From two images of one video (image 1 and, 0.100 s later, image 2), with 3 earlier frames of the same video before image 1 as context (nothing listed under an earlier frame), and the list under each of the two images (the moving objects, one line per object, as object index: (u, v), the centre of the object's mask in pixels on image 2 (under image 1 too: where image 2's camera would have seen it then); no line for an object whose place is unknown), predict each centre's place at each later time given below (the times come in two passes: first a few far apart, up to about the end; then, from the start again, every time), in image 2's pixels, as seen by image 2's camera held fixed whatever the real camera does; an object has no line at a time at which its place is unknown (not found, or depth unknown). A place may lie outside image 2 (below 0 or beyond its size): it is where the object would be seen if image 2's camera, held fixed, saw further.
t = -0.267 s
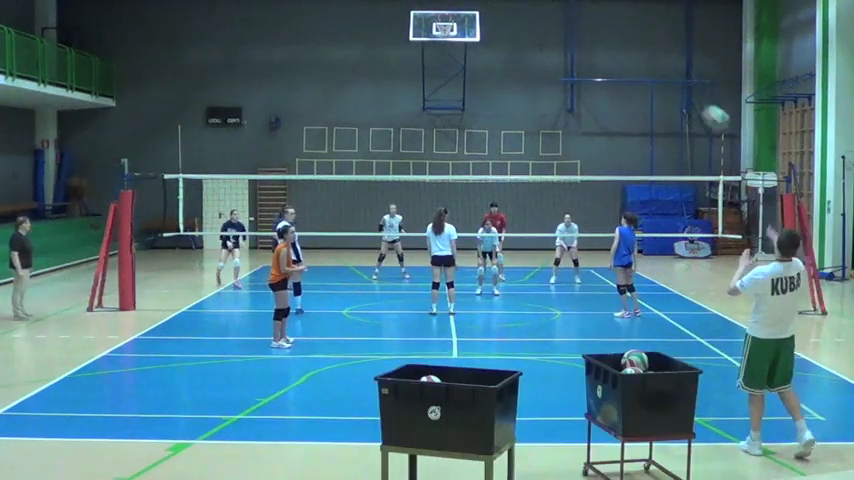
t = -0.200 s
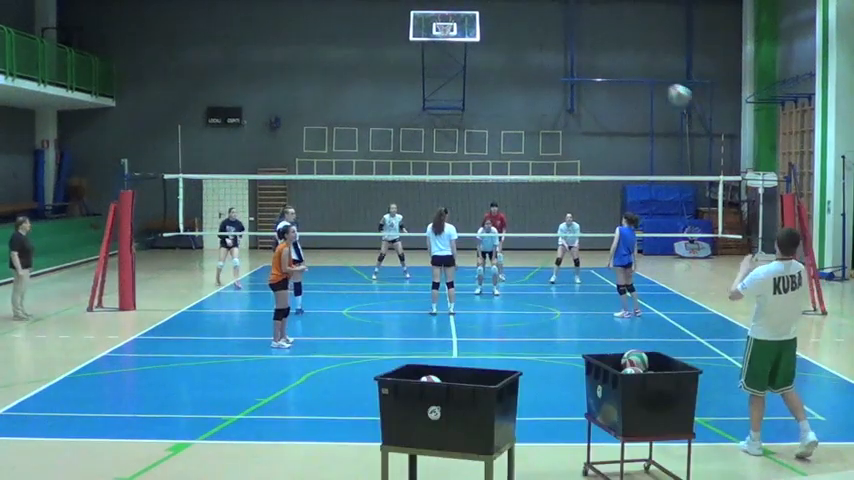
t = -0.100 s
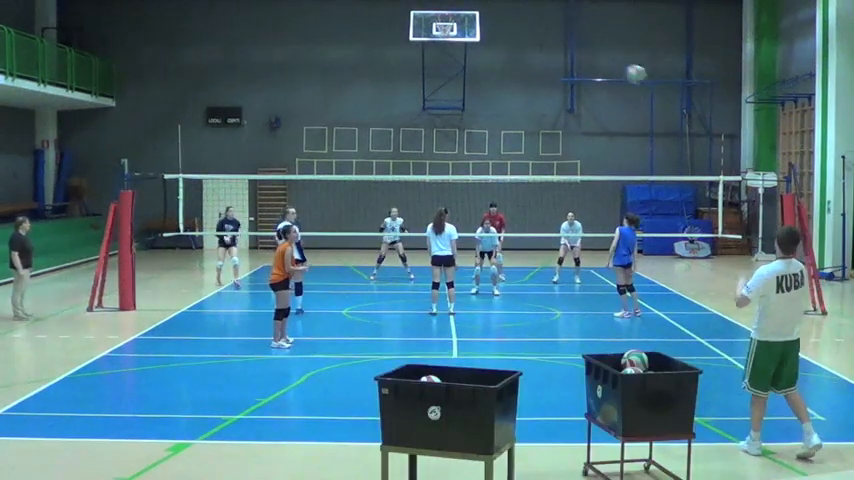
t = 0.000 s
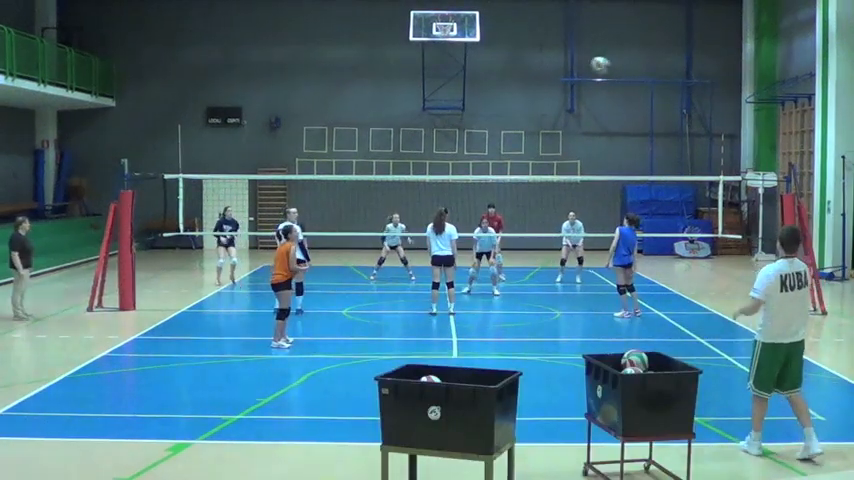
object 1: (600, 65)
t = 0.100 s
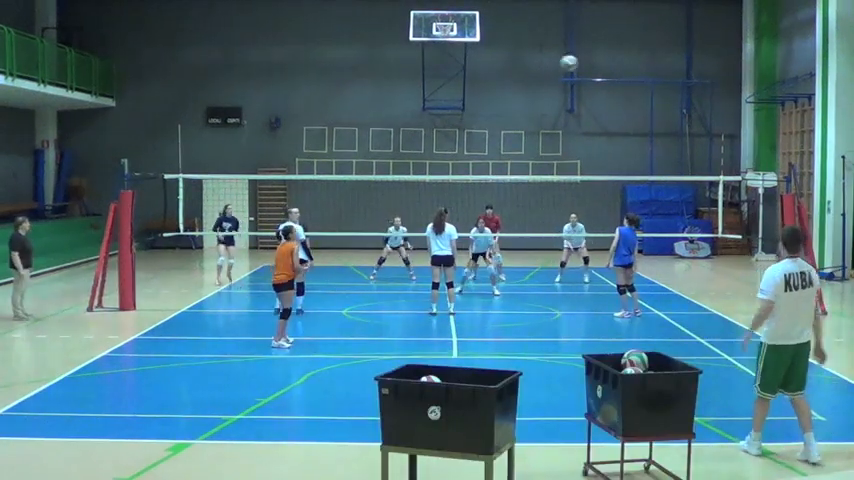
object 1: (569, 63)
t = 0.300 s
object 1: (517, 76)
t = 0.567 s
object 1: (465, 119)
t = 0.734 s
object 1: (438, 155)
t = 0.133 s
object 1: (559, 64)
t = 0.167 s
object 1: (550, 65)
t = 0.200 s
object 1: (541, 67)
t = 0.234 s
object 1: (532, 70)
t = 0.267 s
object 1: (524, 73)
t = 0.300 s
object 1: (517, 76)
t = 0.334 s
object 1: (510, 80)
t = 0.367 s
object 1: (503, 84)
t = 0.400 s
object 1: (496, 88)
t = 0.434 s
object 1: (489, 93)
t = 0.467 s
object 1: (483, 98)
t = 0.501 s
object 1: (477, 104)
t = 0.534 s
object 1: (470, 111)
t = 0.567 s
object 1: (465, 119)
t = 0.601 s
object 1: (459, 124)
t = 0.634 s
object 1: (453, 132)
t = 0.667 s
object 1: (448, 139)
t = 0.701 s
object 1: (442, 147)
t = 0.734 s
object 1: (438, 155)
